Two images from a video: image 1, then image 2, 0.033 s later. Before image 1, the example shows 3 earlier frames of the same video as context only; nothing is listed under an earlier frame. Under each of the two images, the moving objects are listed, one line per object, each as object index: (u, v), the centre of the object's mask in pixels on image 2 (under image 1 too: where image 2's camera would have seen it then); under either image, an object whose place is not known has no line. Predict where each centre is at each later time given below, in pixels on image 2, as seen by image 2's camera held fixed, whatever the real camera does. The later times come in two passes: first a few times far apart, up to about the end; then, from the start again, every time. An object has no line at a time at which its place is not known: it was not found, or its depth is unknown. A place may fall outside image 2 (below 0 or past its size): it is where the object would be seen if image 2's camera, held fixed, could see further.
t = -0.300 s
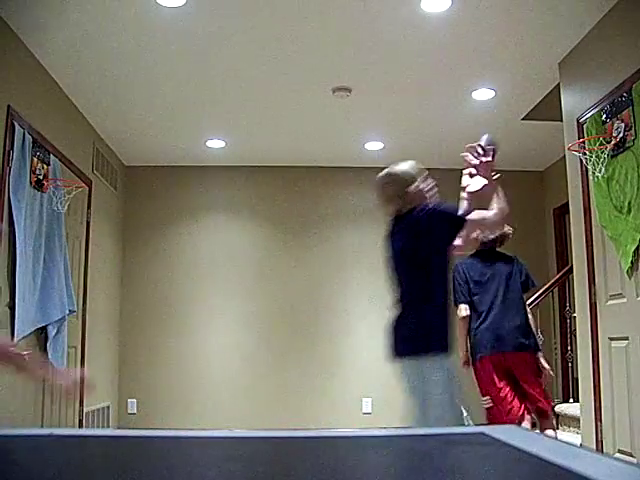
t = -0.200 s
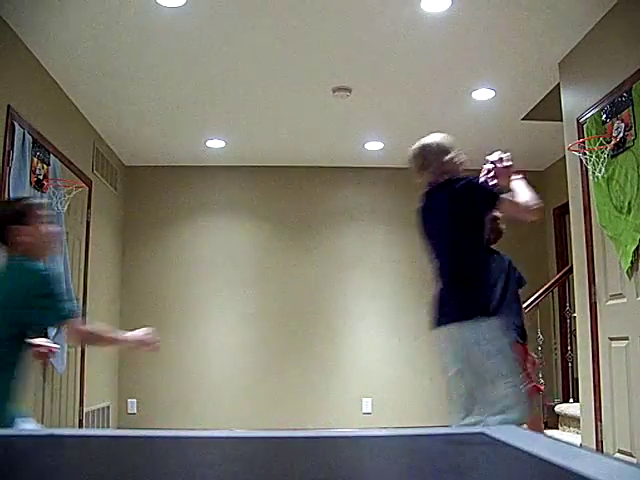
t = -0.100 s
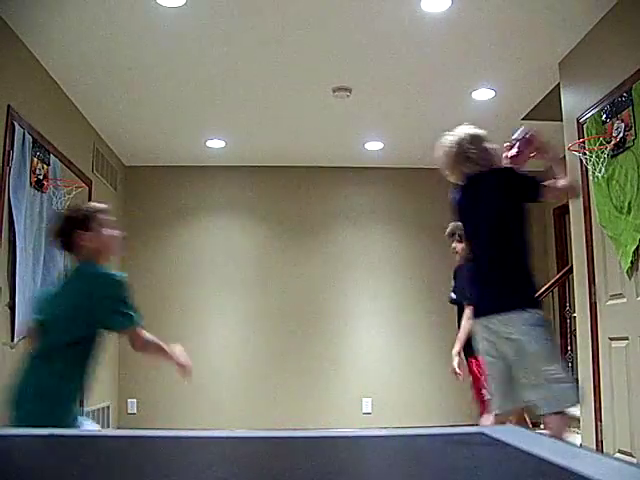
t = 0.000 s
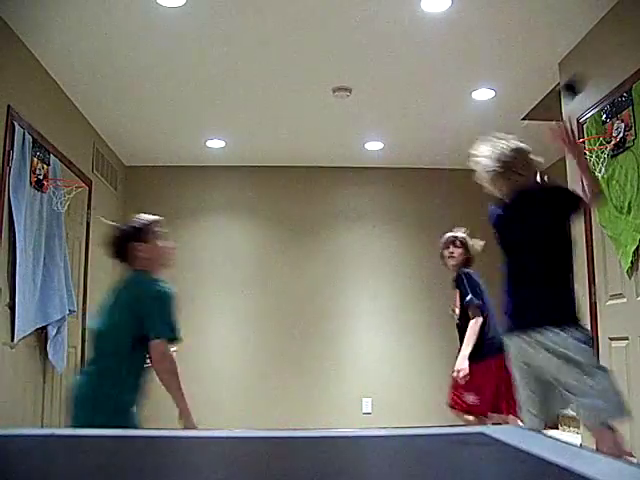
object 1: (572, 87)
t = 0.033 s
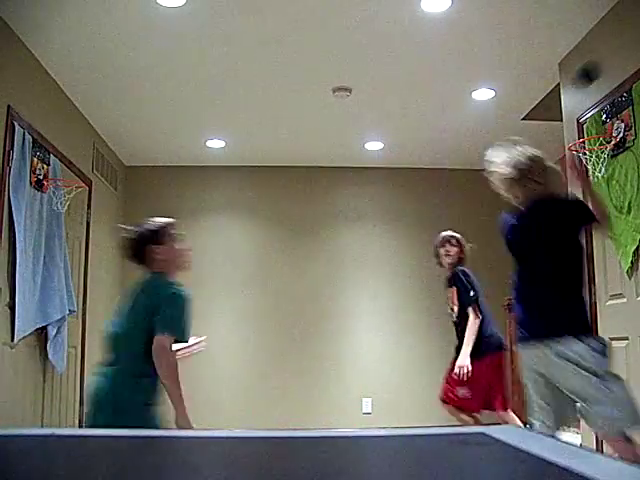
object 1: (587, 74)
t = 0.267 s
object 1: (588, 40)
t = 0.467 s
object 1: (517, 91)
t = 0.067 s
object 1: (604, 62)
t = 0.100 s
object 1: (620, 53)
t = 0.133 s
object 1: (632, 47)
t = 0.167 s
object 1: (625, 42)
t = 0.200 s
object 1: (613, 39)
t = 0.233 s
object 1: (600, 38)
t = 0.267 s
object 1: (588, 40)
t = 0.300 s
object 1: (575, 43)
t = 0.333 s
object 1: (564, 49)
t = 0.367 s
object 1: (552, 56)
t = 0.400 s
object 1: (540, 67)
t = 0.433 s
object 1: (529, 78)
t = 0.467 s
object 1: (517, 91)
